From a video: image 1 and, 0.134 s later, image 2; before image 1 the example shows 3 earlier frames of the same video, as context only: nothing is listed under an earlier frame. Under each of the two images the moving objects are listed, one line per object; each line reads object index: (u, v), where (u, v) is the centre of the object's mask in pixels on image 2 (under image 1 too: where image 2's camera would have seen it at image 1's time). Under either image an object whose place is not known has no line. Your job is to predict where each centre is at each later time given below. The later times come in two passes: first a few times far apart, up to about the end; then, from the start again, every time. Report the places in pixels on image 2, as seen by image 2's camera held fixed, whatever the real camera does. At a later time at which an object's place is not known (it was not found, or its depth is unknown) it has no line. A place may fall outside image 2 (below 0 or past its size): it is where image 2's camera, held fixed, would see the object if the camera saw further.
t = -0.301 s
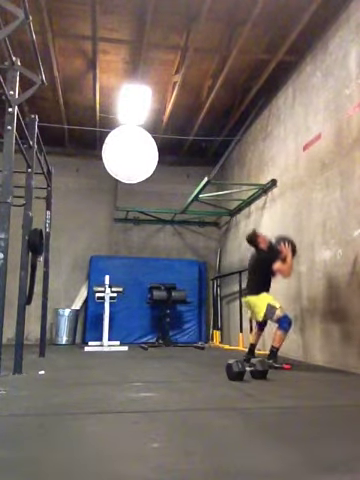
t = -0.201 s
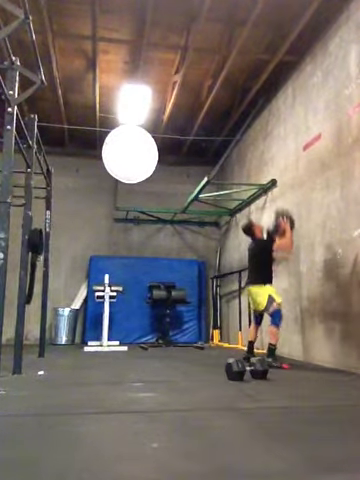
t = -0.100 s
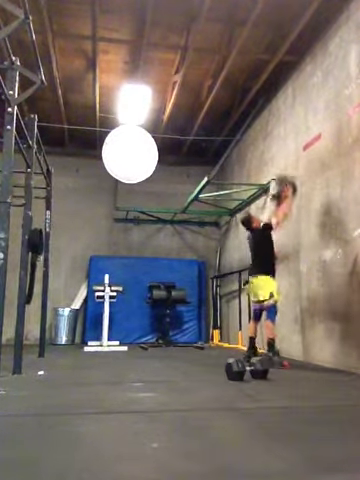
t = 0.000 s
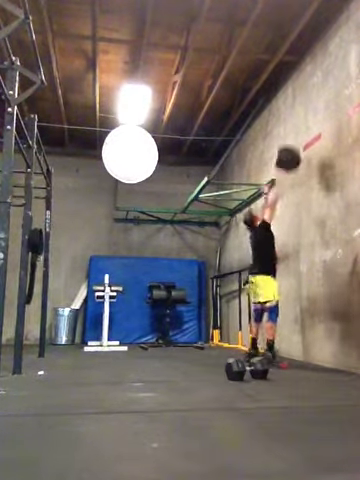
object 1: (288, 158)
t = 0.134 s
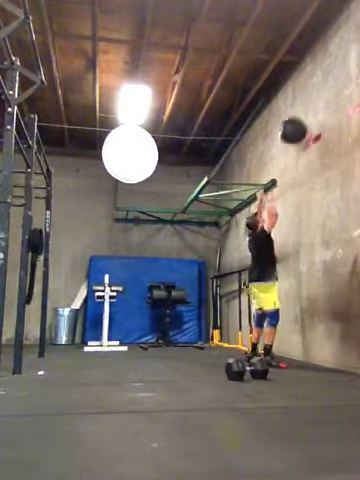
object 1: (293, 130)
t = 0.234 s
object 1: (297, 118)
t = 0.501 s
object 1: (298, 118)
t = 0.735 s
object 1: (294, 158)
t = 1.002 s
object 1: (291, 254)
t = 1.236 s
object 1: (290, 351)
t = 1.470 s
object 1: (284, 344)
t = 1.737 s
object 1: (279, 353)
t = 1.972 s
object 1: (277, 353)
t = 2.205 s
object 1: (278, 353)
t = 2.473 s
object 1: (280, 353)
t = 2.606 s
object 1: (280, 353)
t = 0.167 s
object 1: (294, 126)
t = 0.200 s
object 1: (297, 121)
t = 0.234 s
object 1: (297, 118)
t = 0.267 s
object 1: (299, 116)
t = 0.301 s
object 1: (300, 114)
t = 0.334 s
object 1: (301, 113)
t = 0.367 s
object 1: (301, 113)
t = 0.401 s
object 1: (301, 113)
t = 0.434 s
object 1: (300, 113)
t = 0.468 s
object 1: (299, 116)
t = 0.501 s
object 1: (298, 118)
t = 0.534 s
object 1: (298, 121)
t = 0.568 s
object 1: (297, 125)
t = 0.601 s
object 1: (297, 130)
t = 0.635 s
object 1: (296, 136)
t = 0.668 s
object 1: (296, 142)
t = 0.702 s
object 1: (295, 149)
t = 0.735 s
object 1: (294, 158)
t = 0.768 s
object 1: (294, 167)
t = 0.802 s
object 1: (294, 177)
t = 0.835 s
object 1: (293, 188)
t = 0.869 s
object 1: (293, 200)
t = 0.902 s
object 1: (292, 213)
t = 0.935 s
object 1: (292, 226)
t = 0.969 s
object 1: (292, 240)
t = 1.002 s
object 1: (291, 254)
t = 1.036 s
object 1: (292, 271)
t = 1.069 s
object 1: (291, 289)
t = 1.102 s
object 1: (291, 307)
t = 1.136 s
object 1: (290, 327)
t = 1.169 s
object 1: (290, 352)
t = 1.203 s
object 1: (291, 353)
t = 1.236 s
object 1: (290, 351)
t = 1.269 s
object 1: (289, 346)
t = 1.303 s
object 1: (288, 343)
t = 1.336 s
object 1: (287, 341)
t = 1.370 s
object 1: (287, 341)
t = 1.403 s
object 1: (286, 341)
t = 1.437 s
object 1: (285, 341)
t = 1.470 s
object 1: (284, 344)
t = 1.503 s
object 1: (283, 346)
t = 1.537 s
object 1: (283, 350)
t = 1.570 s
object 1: (282, 353)
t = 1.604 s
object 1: (282, 353)
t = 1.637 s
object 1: (281, 353)
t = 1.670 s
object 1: (280, 353)
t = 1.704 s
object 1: (279, 353)
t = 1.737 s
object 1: (279, 353)
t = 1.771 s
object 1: (278, 353)
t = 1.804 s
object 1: (278, 353)
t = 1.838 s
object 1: (277, 353)
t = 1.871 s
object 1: (277, 353)
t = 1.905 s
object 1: (277, 353)
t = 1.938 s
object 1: (276, 353)
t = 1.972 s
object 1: (277, 353)
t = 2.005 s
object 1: (276, 353)
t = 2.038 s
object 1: (277, 353)
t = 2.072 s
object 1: (277, 353)
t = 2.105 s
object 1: (277, 353)
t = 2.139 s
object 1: (277, 353)
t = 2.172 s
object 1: (278, 353)
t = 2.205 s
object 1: (278, 353)
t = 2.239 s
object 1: (278, 353)
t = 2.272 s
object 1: (278, 353)
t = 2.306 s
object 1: (279, 353)
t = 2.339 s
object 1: (279, 353)
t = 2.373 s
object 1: (279, 353)
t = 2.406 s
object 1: (279, 353)
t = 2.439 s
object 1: (280, 353)
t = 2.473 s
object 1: (280, 353)
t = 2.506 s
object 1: (280, 353)
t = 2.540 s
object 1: (280, 353)
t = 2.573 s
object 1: (280, 353)
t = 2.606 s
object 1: (280, 353)
